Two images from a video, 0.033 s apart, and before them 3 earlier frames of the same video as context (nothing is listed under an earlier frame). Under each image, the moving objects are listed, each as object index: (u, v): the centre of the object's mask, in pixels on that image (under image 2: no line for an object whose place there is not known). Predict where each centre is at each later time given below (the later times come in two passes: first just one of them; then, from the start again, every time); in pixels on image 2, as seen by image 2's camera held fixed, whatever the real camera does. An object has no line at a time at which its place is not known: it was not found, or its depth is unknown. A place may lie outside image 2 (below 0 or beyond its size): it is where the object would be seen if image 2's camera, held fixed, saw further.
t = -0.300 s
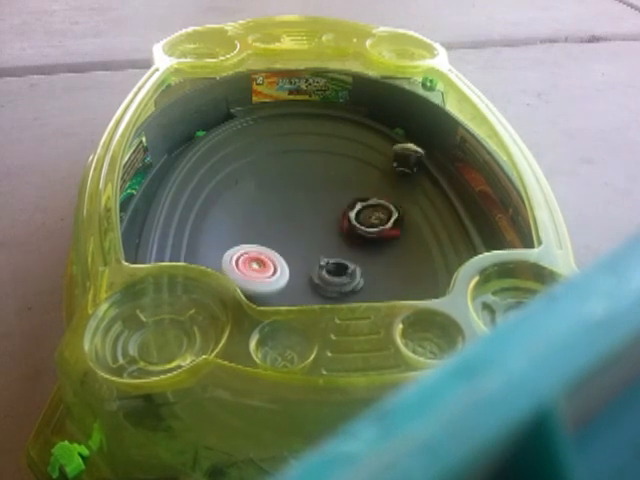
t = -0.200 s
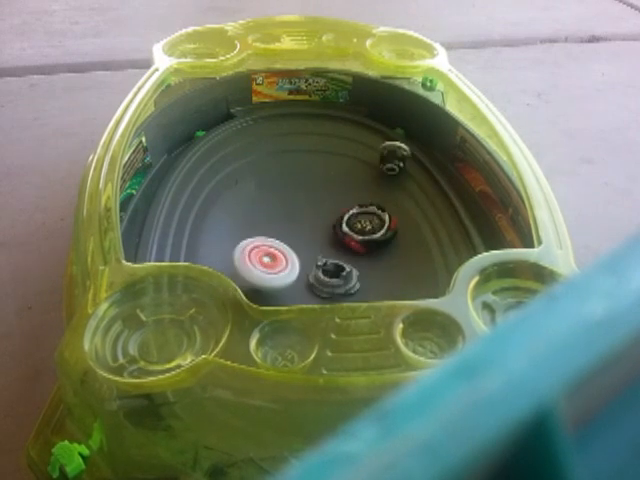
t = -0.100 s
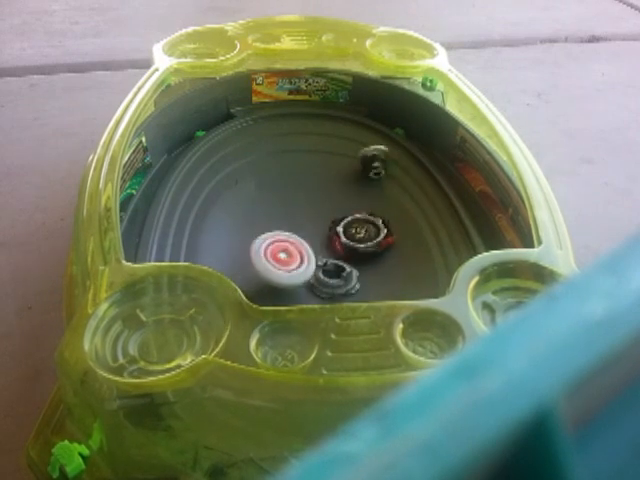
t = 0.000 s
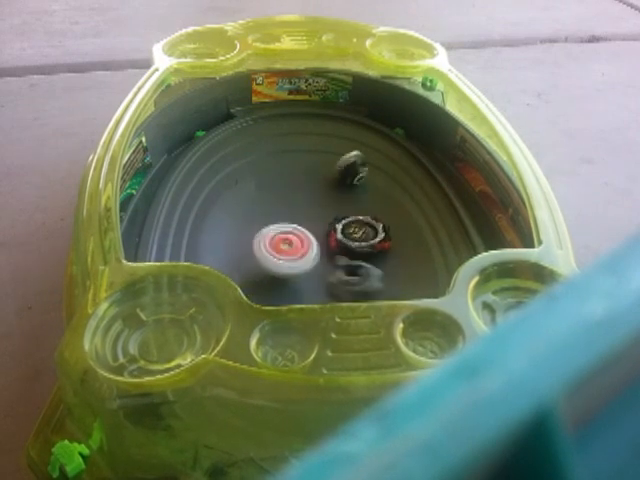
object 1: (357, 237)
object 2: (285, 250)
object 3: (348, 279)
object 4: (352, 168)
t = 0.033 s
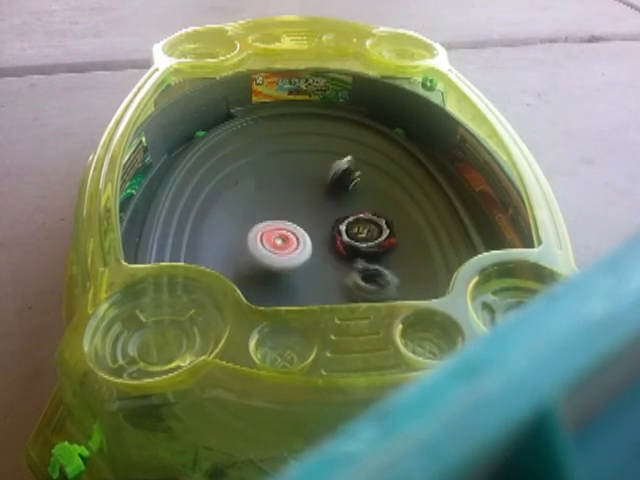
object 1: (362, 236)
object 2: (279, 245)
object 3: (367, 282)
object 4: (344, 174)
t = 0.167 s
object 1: (363, 236)
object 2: (281, 238)
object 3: (387, 285)
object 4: (320, 204)
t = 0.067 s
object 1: (363, 236)
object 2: (275, 241)
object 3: (377, 283)
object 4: (337, 182)
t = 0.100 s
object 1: (363, 236)
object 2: (276, 239)
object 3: (385, 284)
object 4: (330, 189)
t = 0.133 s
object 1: (363, 236)
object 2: (278, 238)
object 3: (387, 284)
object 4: (324, 196)
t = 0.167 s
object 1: (363, 236)
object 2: (281, 238)
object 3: (387, 285)
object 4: (320, 204)
